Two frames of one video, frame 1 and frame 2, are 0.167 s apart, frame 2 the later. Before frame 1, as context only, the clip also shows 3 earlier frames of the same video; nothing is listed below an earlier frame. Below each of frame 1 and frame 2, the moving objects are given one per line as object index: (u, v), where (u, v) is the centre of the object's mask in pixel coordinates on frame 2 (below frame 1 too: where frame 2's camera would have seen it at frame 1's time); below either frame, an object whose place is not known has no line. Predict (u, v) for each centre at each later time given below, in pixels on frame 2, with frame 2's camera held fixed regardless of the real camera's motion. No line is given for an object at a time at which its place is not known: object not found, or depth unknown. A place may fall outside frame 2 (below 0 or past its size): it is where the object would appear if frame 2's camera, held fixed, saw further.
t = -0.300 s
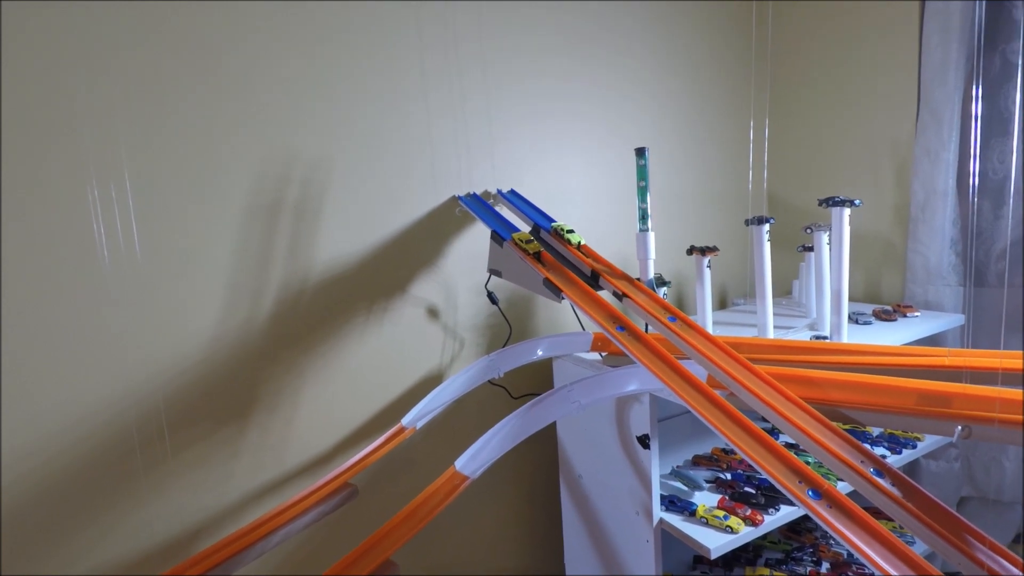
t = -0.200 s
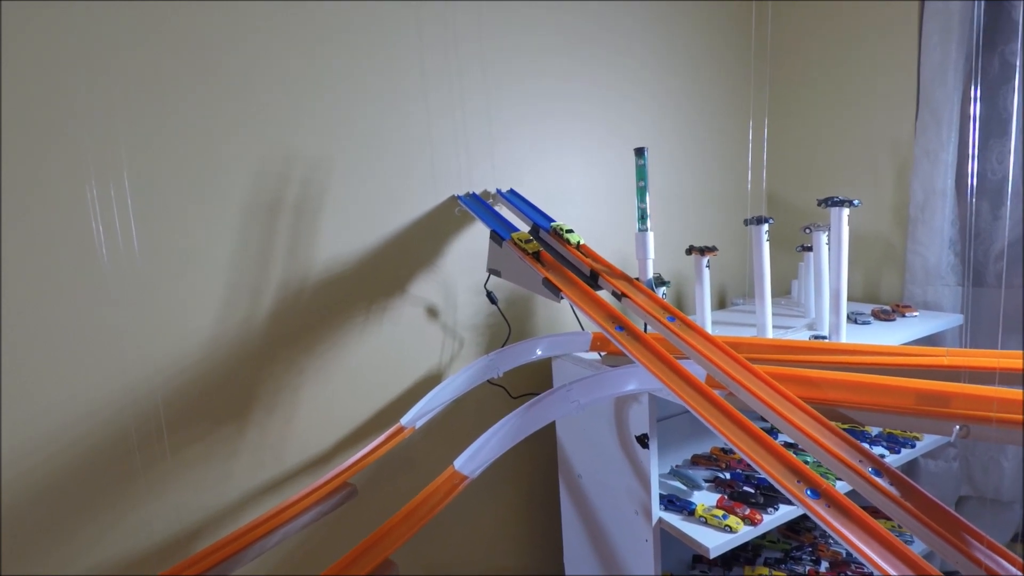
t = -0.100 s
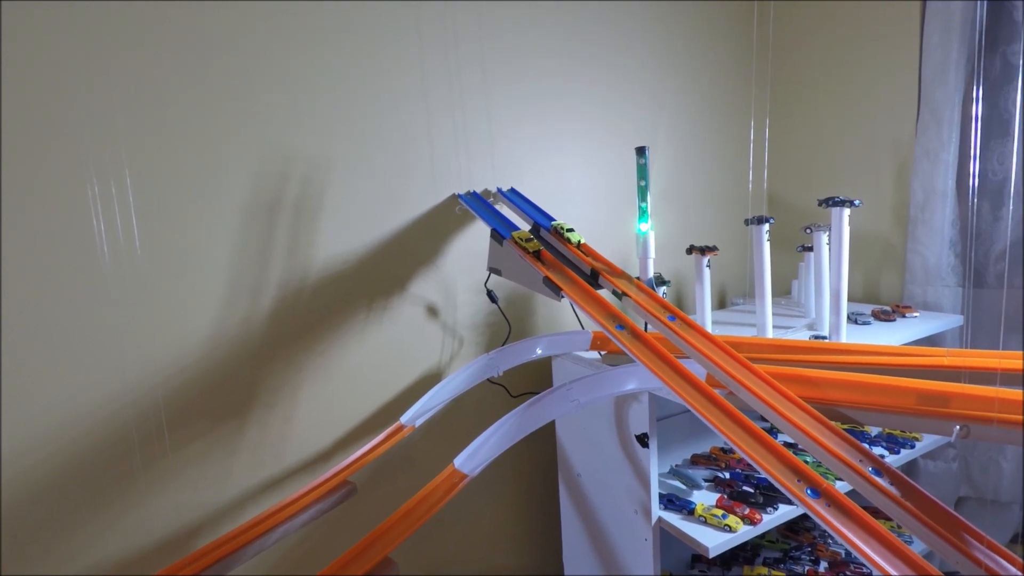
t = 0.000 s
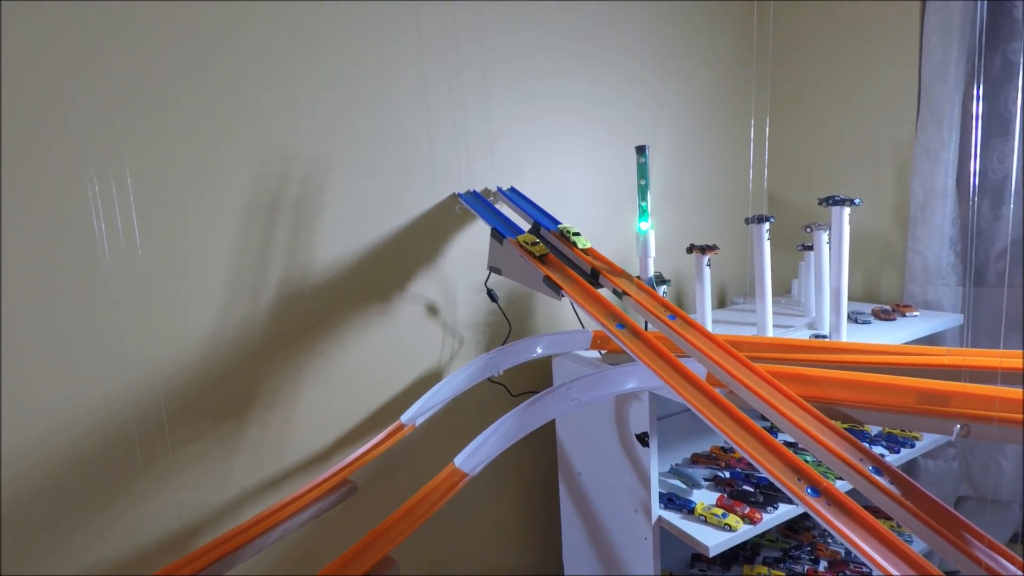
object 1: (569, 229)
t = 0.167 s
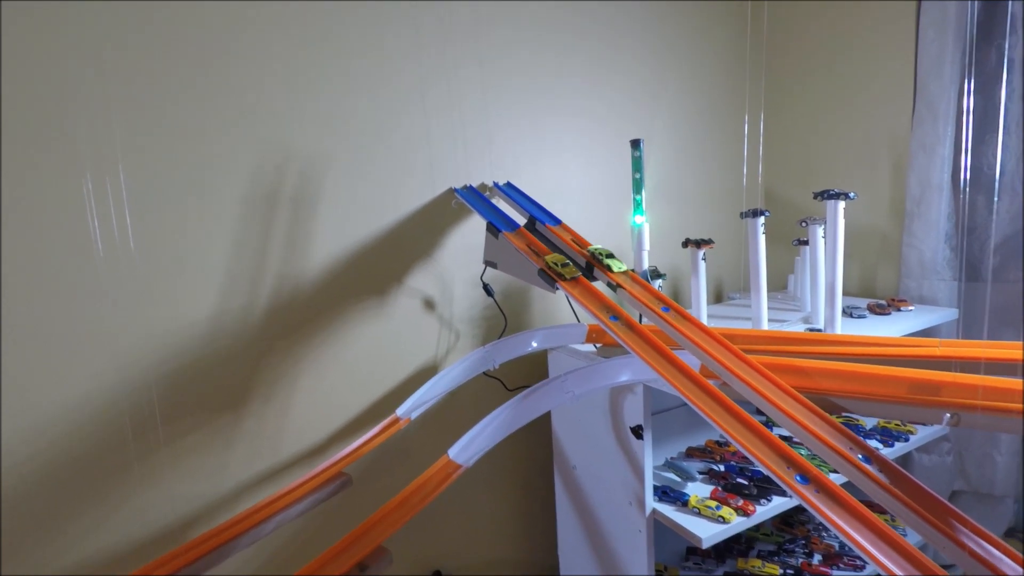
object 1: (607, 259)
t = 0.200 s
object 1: (620, 268)
